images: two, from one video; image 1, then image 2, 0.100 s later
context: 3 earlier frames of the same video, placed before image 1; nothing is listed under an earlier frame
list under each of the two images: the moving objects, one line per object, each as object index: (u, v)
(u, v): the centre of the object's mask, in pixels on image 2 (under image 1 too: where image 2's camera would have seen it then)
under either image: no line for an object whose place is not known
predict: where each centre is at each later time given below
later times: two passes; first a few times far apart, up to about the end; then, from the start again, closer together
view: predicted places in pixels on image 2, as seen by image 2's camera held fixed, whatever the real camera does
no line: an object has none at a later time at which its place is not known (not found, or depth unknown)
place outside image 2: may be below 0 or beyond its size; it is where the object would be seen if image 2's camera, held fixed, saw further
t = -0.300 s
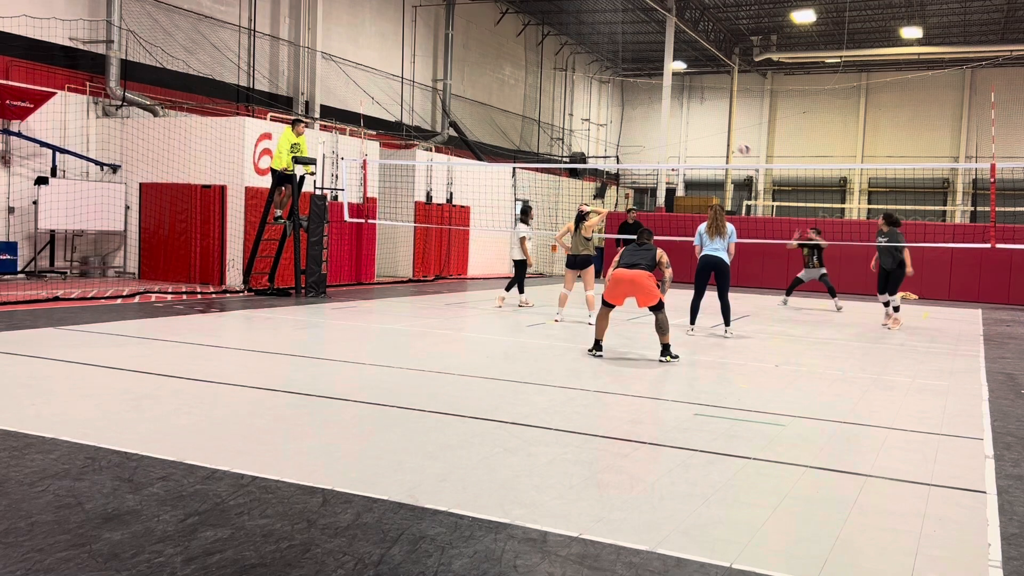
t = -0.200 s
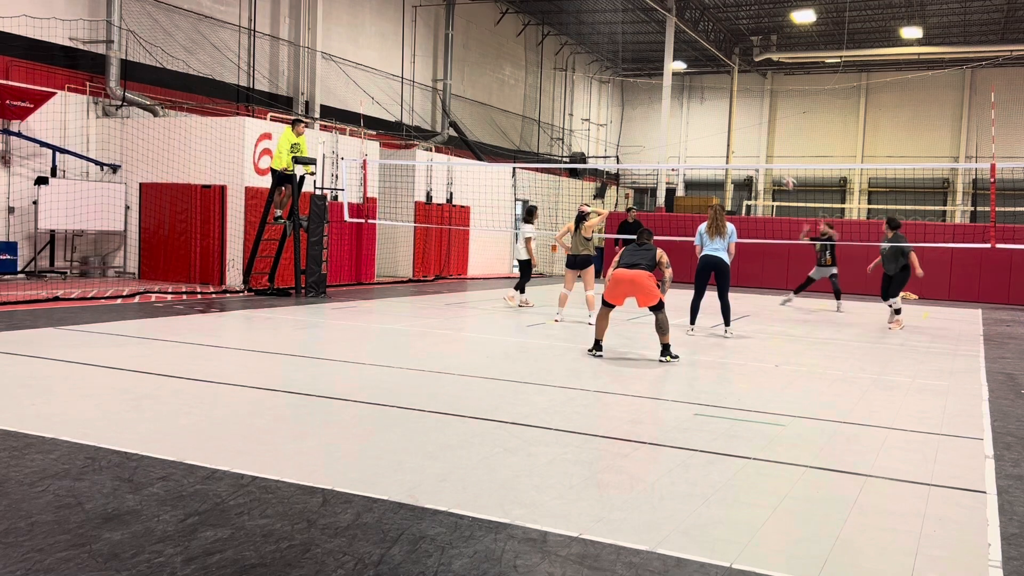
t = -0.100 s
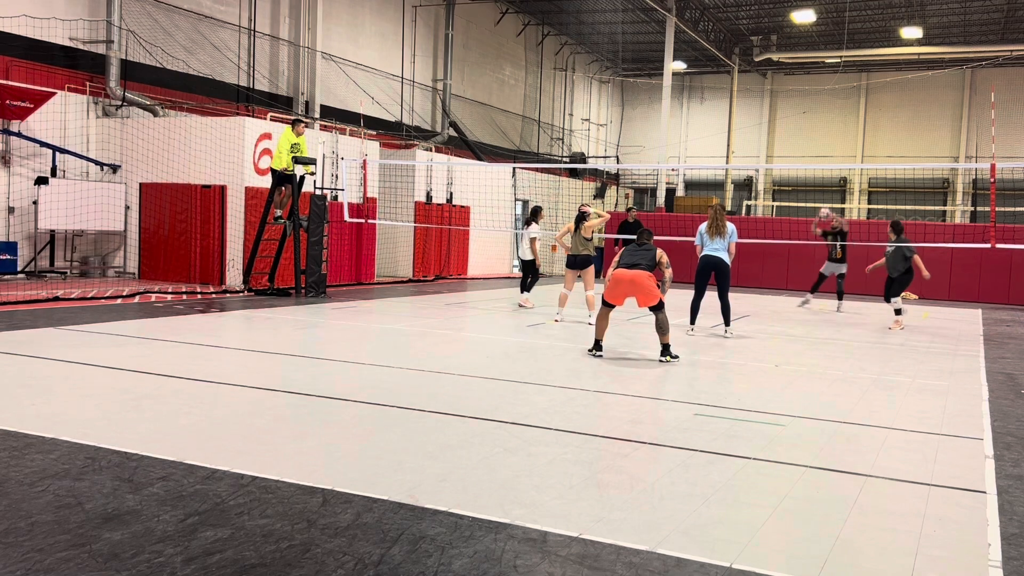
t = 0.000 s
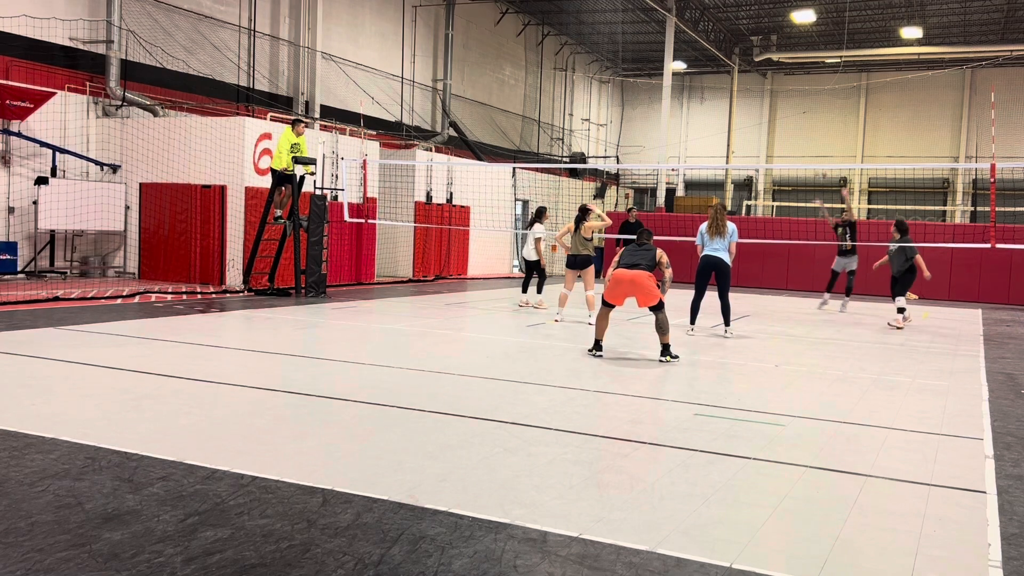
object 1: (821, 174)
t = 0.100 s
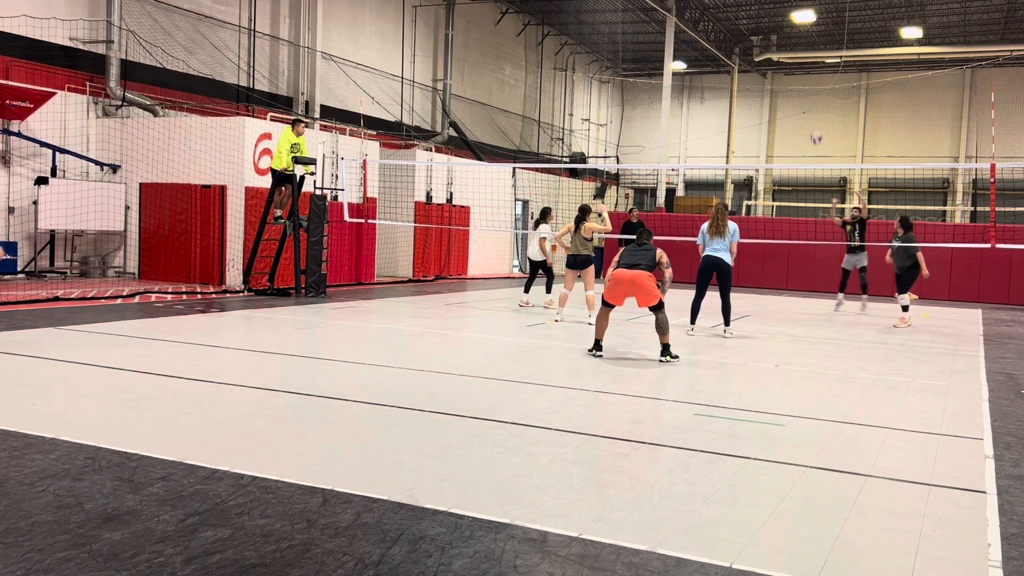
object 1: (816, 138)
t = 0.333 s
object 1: (803, 73)
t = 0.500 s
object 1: (793, 45)
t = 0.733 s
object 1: (776, 35)
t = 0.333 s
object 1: (803, 73)
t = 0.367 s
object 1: (802, 66)
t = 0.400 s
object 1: (799, 61)
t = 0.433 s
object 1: (798, 54)
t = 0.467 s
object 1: (795, 49)
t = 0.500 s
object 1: (793, 45)
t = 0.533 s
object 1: (790, 42)
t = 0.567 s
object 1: (789, 39)
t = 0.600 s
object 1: (786, 36)
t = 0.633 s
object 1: (783, 35)
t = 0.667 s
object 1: (780, 35)
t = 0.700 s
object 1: (778, 34)
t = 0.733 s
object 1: (776, 35)
